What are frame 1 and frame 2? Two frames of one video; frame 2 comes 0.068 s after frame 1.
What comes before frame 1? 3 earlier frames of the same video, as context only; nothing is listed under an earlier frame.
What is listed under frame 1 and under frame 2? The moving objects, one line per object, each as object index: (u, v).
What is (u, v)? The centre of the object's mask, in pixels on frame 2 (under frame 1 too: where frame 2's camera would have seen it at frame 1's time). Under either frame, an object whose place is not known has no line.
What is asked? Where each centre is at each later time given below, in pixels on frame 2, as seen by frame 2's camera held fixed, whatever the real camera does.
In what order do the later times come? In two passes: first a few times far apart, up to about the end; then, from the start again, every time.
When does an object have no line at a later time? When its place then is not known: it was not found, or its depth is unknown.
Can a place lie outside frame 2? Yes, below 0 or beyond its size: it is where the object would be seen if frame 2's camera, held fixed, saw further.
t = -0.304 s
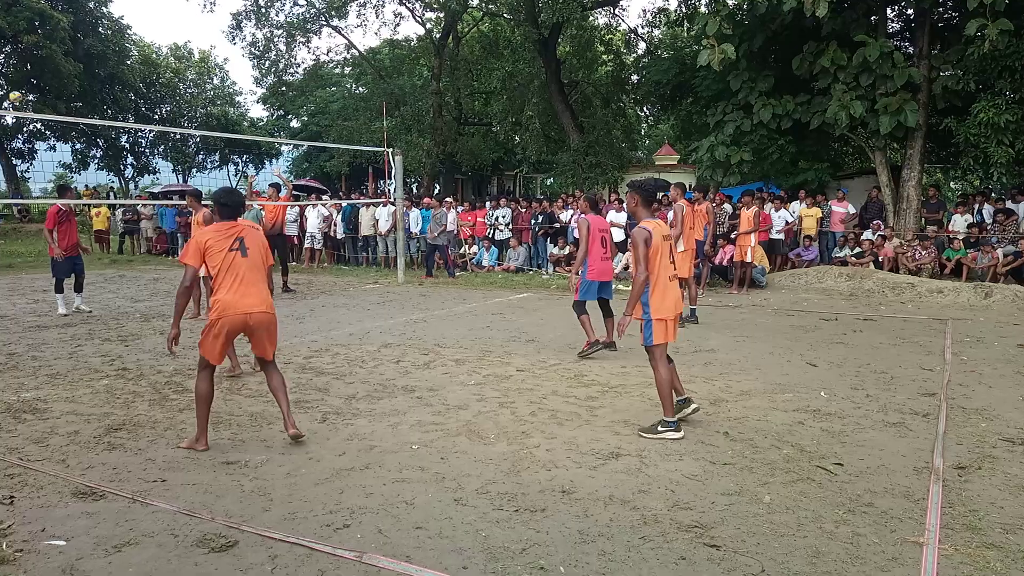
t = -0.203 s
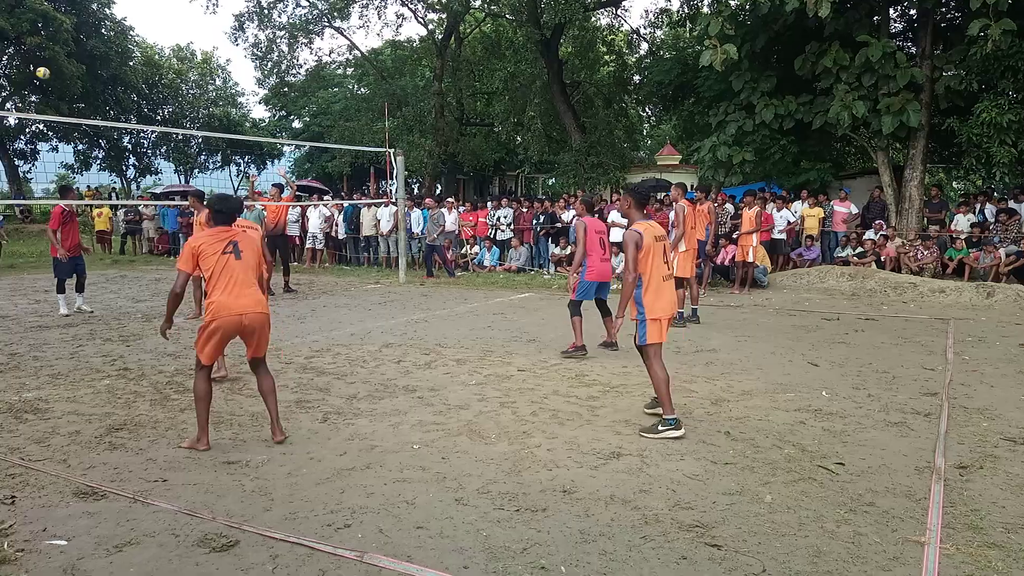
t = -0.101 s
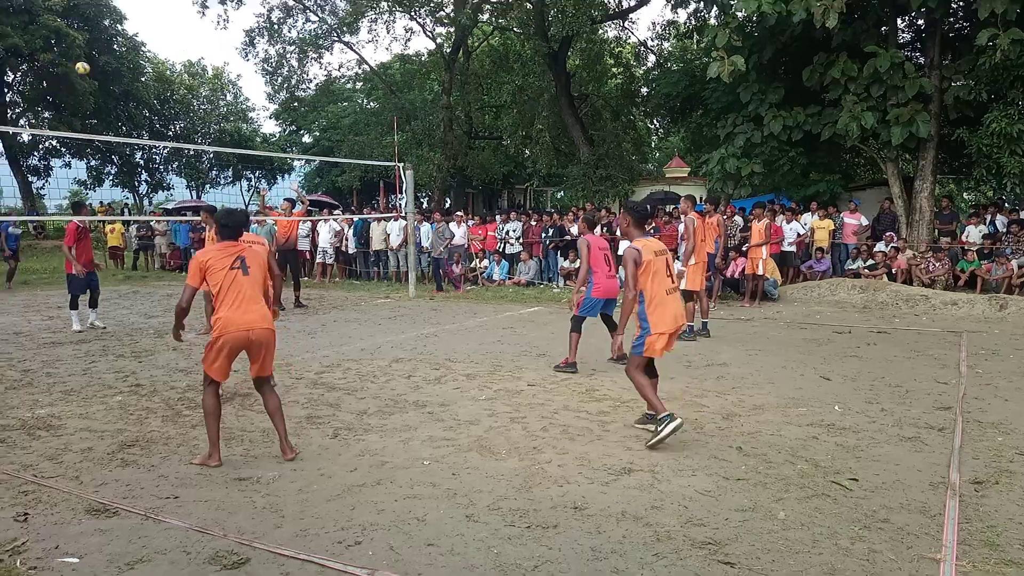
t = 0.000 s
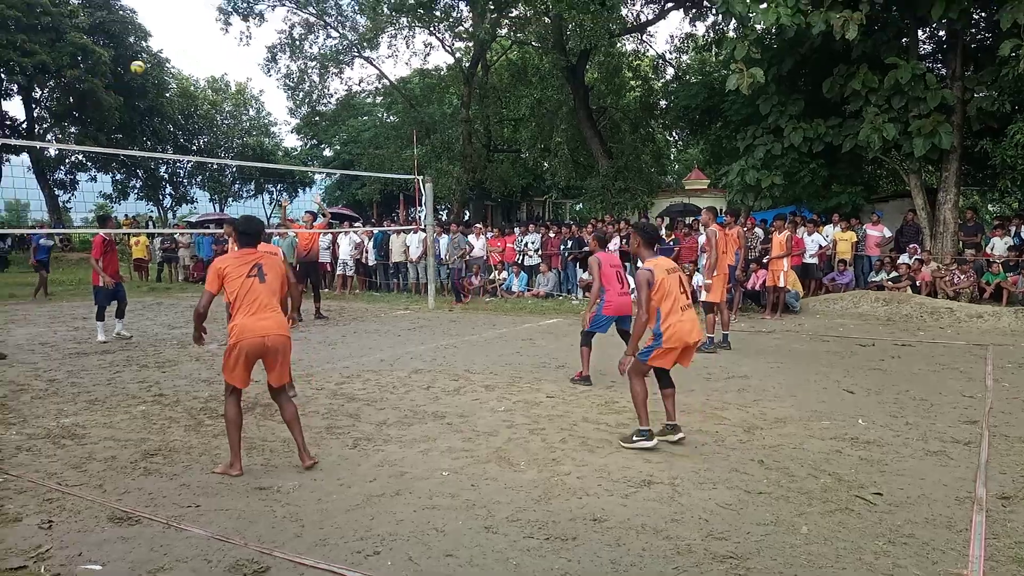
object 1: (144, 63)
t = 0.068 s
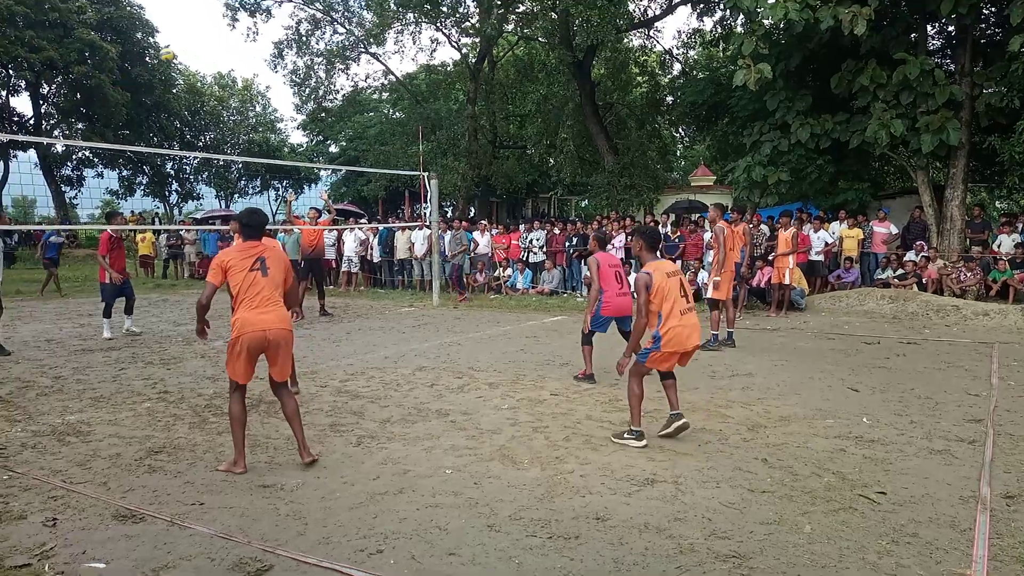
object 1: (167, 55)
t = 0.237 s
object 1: (233, 46)
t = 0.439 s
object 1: (331, 60)
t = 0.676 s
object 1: (480, 138)
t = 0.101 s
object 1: (179, 53)
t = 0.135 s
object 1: (192, 50)
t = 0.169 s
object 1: (205, 48)
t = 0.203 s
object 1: (218, 47)
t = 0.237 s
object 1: (233, 46)
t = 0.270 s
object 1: (247, 45)
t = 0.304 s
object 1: (263, 47)
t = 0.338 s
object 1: (278, 49)
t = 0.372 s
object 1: (295, 51)
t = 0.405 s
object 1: (313, 55)
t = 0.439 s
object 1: (331, 60)
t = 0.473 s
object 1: (349, 66)
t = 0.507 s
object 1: (369, 75)
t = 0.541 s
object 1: (389, 84)
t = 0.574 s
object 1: (410, 94)
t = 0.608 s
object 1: (432, 108)
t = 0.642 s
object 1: (456, 122)
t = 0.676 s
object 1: (480, 138)
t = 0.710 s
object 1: (506, 157)
